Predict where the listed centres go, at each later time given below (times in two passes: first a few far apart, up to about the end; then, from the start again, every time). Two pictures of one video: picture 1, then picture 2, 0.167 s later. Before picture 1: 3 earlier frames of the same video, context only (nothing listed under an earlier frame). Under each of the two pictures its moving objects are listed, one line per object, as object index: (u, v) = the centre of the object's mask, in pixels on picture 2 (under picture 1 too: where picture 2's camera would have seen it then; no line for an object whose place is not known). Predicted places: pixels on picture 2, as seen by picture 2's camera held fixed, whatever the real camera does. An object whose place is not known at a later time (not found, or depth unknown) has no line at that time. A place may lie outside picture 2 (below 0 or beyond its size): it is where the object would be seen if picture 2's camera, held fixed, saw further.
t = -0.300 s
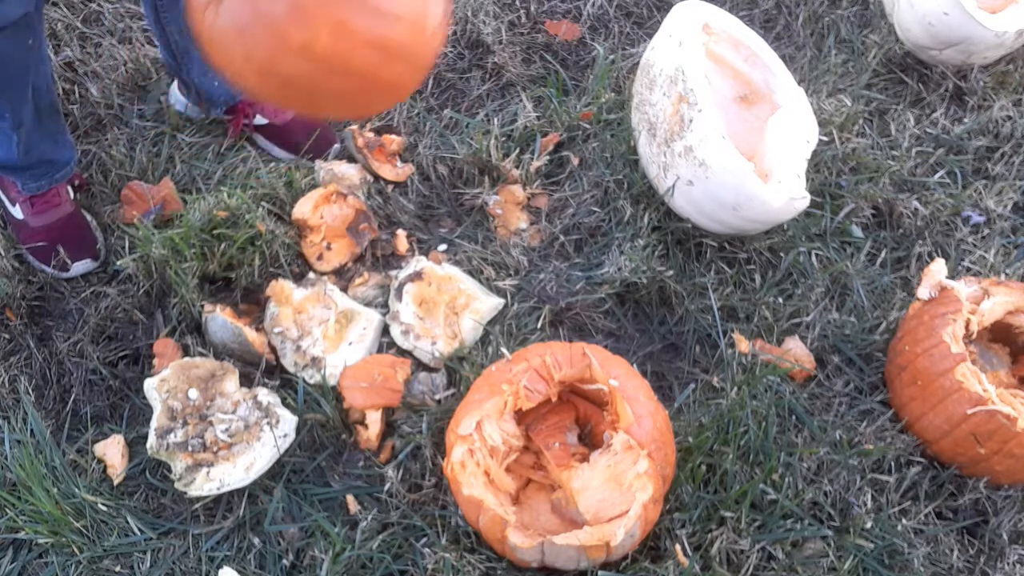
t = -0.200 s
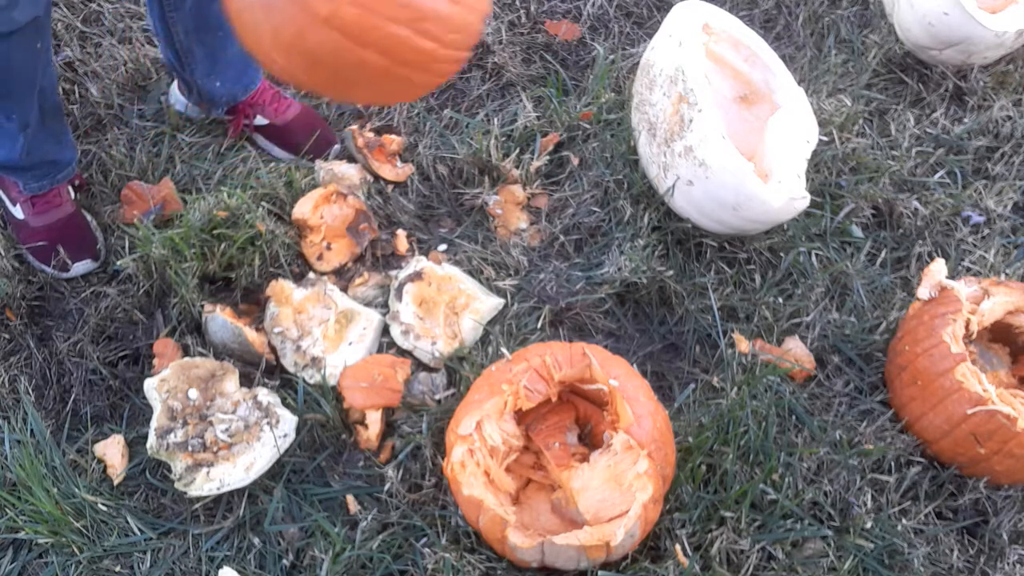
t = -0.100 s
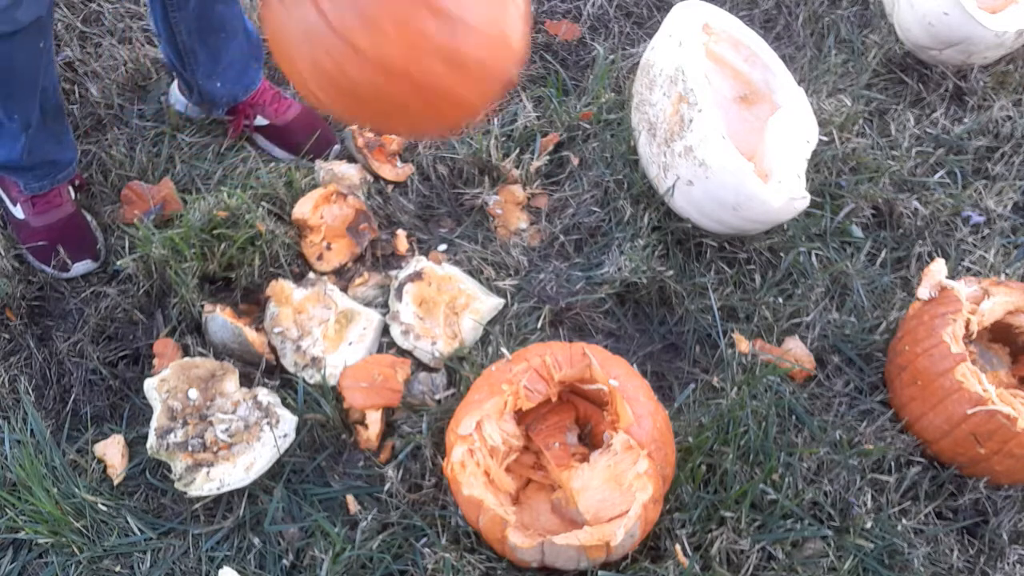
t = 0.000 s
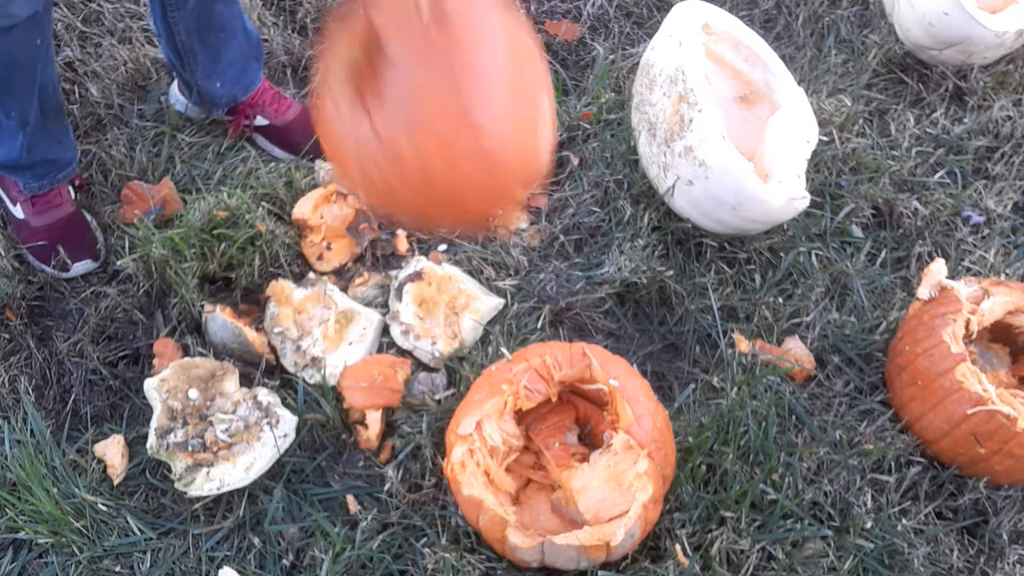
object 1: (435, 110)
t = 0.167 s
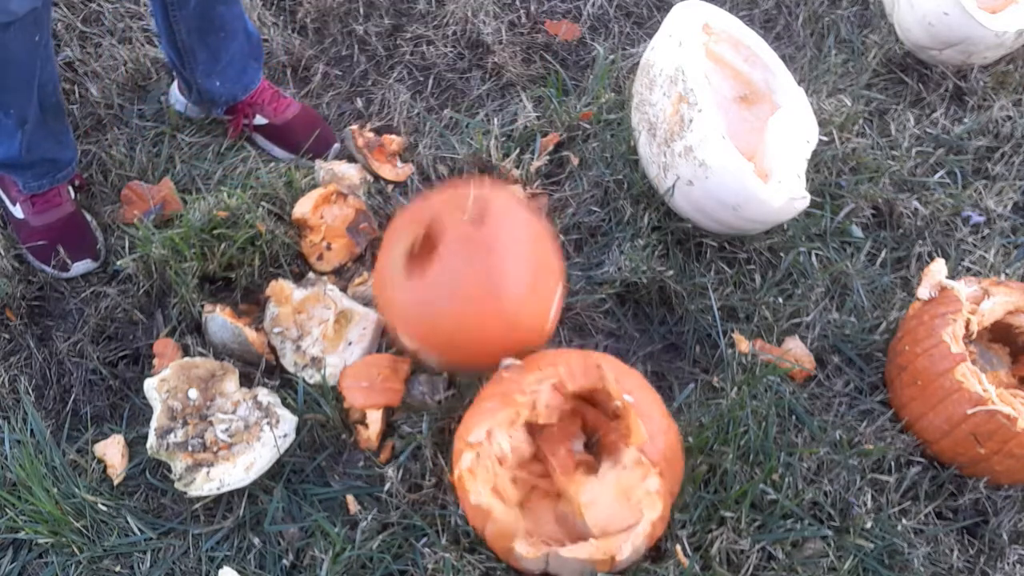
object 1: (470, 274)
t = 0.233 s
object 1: (480, 247)
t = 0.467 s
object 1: (532, 198)
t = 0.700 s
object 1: (575, 168)
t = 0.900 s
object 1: (578, 179)
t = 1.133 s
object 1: (587, 203)
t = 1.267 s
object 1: (591, 218)
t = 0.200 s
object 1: (476, 259)
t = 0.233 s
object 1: (480, 247)
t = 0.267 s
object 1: (485, 239)
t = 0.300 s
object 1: (488, 236)
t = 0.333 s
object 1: (494, 233)
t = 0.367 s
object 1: (502, 228)
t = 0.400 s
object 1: (512, 222)
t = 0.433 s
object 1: (523, 209)
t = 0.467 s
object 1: (532, 198)
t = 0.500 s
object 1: (541, 190)
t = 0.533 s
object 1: (549, 183)
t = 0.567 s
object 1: (556, 177)
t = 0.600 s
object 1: (563, 173)
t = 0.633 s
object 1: (570, 170)
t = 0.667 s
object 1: (575, 168)
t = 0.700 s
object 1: (575, 168)
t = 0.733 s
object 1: (575, 169)
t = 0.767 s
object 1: (576, 170)
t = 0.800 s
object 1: (577, 172)
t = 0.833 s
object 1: (577, 175)
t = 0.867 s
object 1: (578, 177)
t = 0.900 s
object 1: (578, 179)
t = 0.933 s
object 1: (579, 182)
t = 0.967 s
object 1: (580, 185)
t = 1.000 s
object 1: (581, 188)
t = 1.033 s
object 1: (582, 191)
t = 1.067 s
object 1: (583, 195)
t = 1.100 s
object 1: (585, 198)
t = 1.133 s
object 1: (587, 203)
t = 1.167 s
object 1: (588, 207)
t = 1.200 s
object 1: (590, 211)
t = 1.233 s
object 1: (591, 215)
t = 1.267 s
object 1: (591, 218)
